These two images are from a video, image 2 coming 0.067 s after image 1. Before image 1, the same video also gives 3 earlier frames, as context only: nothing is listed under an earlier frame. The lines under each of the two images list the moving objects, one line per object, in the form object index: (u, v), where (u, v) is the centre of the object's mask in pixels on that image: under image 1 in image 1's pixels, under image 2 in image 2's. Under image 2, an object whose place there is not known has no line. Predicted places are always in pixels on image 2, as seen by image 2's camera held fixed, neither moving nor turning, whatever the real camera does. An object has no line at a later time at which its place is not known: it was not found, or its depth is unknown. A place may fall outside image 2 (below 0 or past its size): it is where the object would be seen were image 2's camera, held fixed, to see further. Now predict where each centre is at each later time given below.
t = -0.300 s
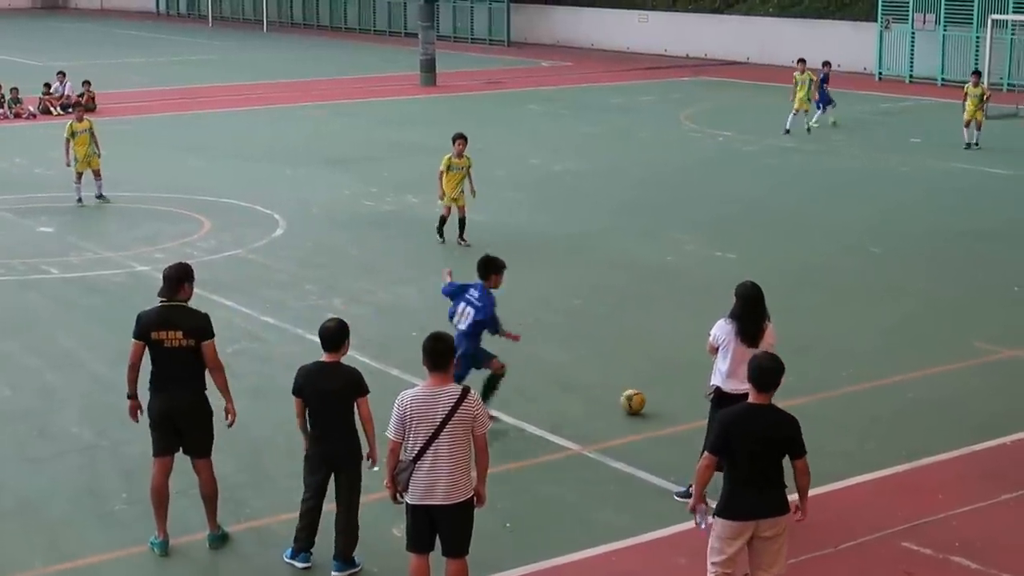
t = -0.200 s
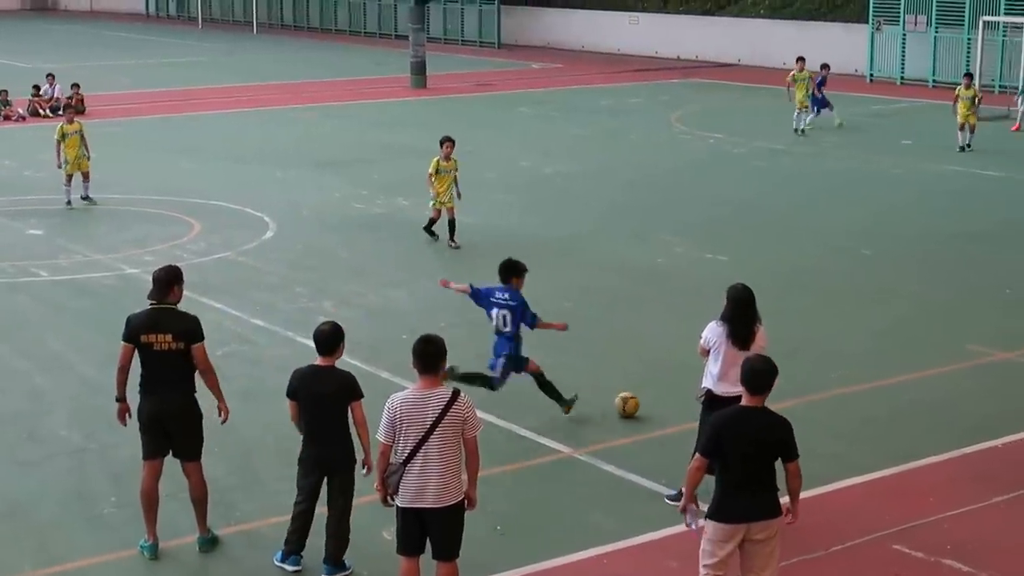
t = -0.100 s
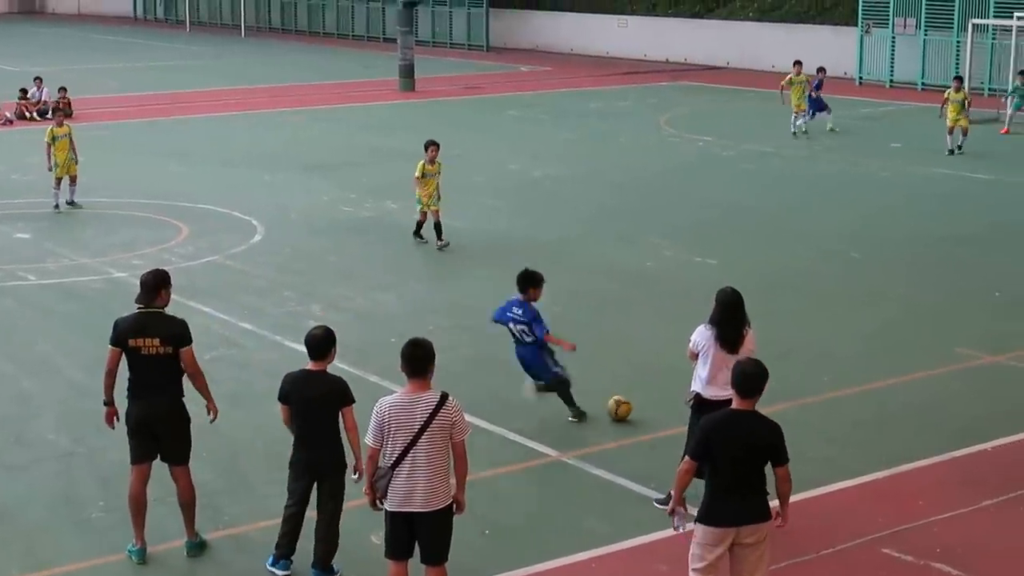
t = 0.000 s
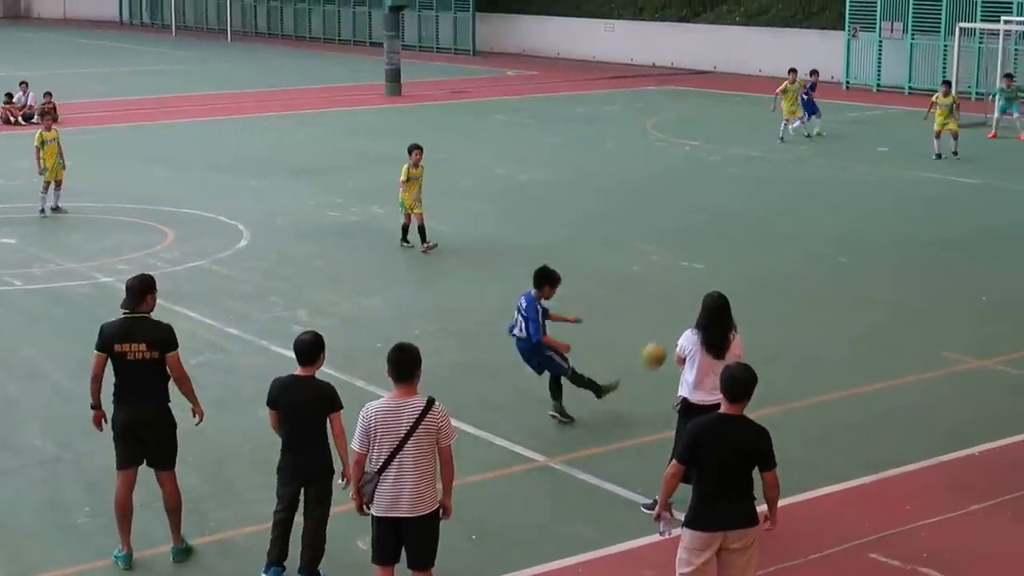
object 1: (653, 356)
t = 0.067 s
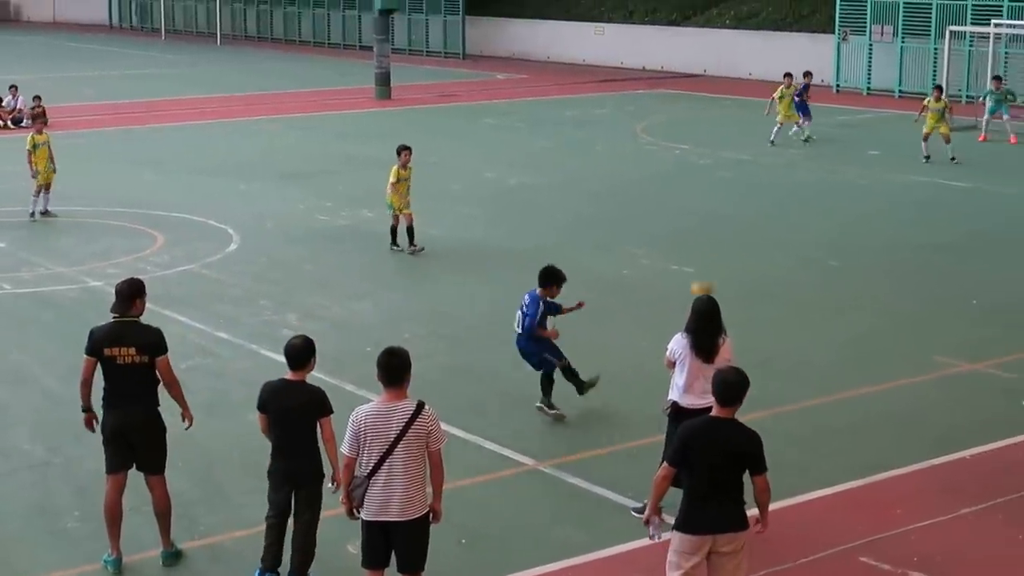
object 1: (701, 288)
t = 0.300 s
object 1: (834, 134)
